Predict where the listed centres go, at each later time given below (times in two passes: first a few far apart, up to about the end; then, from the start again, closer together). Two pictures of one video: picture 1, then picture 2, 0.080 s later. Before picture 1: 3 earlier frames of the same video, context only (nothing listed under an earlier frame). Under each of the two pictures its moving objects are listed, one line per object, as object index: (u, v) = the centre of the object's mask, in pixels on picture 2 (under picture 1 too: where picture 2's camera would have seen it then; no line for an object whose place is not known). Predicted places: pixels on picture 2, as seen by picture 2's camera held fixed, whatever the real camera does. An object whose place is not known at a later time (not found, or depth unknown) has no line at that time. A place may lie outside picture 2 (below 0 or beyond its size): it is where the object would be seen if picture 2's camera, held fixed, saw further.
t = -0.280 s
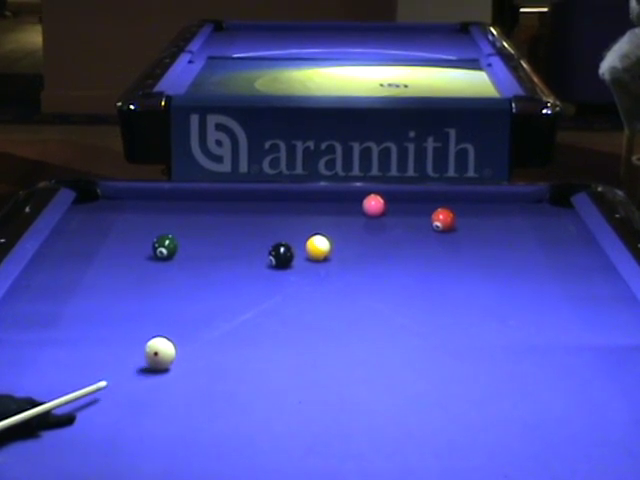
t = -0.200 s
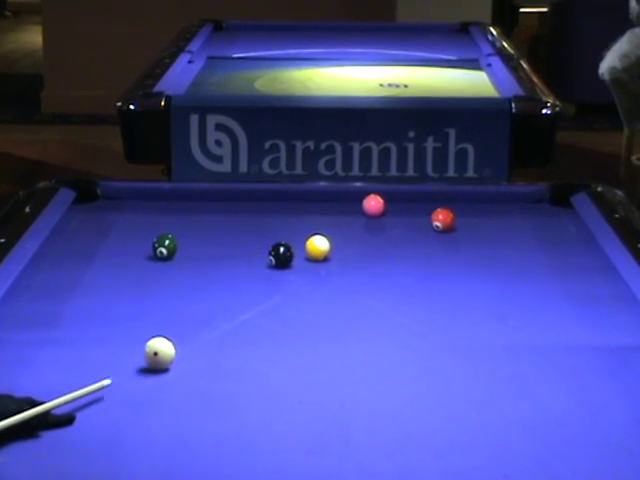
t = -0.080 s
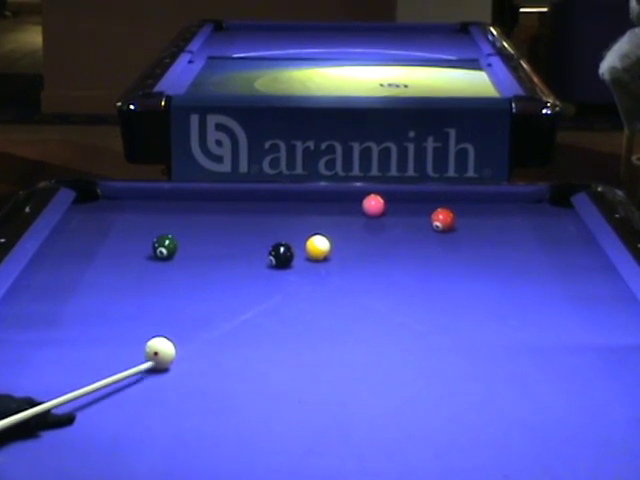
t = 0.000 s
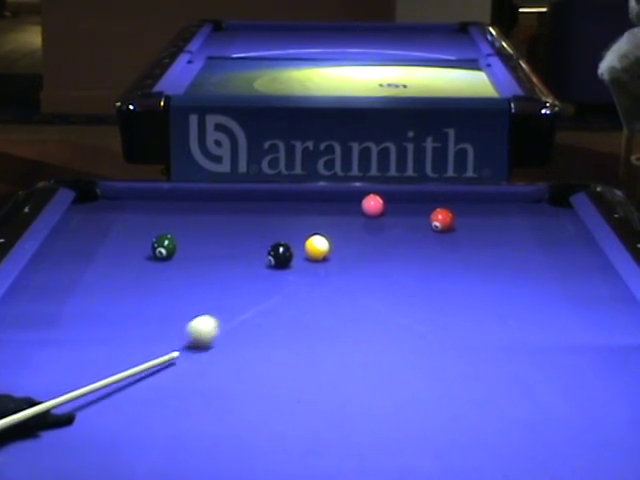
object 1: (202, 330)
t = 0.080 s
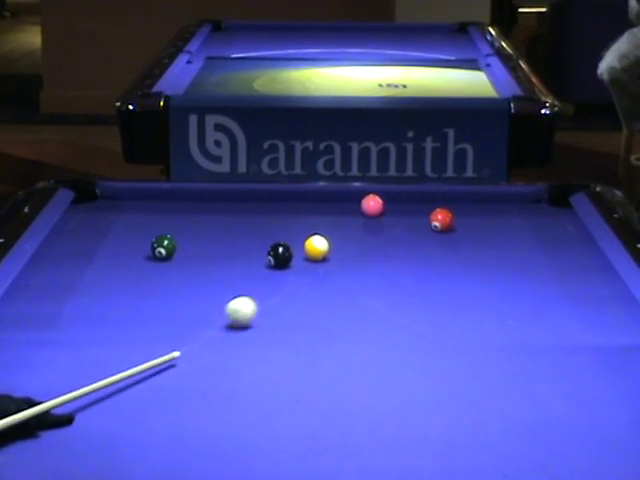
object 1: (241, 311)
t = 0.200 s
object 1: (286, 289)
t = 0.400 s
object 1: (339, 264)
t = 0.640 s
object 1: (393, 238)
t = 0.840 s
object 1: (419, 221)
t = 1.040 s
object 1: (411, 212)
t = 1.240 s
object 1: (404, 203)
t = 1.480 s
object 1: (399, 196)
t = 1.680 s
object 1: (410, 200)
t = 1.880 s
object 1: (419, 204)
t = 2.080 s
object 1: (429, 208)
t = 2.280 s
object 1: (438, 211)
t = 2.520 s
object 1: (448, 215)
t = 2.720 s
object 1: (455, 218)
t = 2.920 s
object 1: (463, 221)
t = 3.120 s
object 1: (469, 224)
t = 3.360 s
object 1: (476, 226)
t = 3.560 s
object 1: (480, 228)
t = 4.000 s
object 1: (485, 230)
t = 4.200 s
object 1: (489, 232)
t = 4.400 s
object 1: (491, 233)
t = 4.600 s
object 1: (491, 233)
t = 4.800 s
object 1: (490, 233)
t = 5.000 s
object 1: (490, 233)
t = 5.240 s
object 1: (491, 233)
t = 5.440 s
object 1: (491, 232)
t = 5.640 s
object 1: (491, 233)
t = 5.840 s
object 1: (491, 233)
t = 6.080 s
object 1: (491, 233)
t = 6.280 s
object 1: (491, 233)
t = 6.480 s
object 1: (491, 233)
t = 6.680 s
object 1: (491, 233)
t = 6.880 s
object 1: (491, 233)
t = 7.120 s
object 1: (491, 233)
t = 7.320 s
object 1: (491, 233)
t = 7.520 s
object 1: (491, 233)
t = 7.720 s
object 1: (491, 233)
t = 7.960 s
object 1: (490, 233)
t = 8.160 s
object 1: (490, 233)
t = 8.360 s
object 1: (490, 233)
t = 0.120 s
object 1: (258, 303)
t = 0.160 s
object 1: (273, 296)
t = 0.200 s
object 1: (286, 289)
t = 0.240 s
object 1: (297, 284)
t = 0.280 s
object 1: (308, 279)
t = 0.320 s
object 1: (318, 274)
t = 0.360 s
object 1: (328, 269)
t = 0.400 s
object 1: (339, 264)
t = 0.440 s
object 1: (348, 259)
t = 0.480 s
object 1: (357, 255)
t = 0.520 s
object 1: (367, 251)
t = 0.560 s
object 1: (376, 246)
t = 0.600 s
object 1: (384, 242)
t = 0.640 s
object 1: (393, 238)
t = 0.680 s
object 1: (401, 234)
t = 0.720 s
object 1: (410, 230)
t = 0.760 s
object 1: (417, 226)
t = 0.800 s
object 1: (422, 223)
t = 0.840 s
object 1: (419, 221)
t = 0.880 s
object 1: (416, 219)
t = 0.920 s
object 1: (415, 217)
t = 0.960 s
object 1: (414, 216)
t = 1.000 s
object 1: (412, 214)
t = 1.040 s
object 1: (411, 212)
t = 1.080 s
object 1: (410, 210)
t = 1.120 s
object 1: (408, 208)
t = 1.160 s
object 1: (407, 207)
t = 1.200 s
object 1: (406, 205)
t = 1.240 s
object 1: (404, 203)
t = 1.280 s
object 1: (403, 202)
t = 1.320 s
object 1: (401, 200)
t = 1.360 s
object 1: (400, 198)
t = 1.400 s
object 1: (399, 197)
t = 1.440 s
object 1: (398, 195)
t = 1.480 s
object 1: (399, 196)
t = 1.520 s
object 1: (401, 196)
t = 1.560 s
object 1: (403, 197)
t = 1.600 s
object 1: (406, 198)
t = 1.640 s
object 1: (408, 199)
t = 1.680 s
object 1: (410, 200)
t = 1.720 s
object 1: (412, 200)
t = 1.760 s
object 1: (413, 201)
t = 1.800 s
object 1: (416, 202)
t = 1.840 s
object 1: (418, 203)
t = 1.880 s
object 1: (419, 204)
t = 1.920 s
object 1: (421, 205)
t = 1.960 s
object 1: (423, 205)
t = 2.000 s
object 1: (425, 206)
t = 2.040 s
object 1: (427, 207)
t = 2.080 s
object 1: (429, 208)
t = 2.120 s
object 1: (430, 209)
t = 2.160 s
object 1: (432, 209)
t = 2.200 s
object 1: (434, 210)
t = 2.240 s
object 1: (436, 210)
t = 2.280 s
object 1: (438, 211)
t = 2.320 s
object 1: (439, 212)
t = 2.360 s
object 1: (441, 213)
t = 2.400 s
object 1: (443, 213)
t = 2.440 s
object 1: (445, 214)
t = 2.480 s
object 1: (447, 215)
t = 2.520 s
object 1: (448, 215)
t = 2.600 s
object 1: (451, 217)
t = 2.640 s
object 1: (452, 217)
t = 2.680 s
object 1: (454, 218)
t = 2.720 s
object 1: (455, 218)
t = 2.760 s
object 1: (457, 219)
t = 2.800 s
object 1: (458, 219)
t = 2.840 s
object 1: (460, 220)
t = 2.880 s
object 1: (461, 221)
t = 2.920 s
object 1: (463, 221)
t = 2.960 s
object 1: (464, 222)
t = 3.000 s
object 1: (465, 222)
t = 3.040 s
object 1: (466, 223)
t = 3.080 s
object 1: (467, 223)
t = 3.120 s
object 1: (469, 224)
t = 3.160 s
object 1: (469, 224)
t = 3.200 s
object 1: (471, 225)
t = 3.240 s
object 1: (472, 225)
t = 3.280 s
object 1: (473, 225)
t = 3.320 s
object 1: (474, 226)
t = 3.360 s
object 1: (476, 226)
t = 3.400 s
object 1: (475, 226)
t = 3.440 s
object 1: (477, 227)
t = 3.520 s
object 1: (479, 228)
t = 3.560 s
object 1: (480, 228)
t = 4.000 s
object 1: (485, 230)
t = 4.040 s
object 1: (488, 231)
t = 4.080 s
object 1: (488, 232)
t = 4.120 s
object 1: (488, 232)
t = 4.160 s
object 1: (489, 232)
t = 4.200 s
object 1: (489, 232)
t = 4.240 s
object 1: (490, 232)
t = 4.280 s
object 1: (490, 232)
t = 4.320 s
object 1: (490, 232)
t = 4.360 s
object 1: (491, 233)
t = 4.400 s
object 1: (491, 233)
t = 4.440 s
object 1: (491, 233)
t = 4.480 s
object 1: (491, 233)
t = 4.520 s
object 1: (491, 233)
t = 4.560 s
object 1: (491, 233)
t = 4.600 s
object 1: (491, 233)
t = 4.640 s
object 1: (490, 233)
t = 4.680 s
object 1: (491, 233)
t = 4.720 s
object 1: (490, 233)
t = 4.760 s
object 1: (490, 233)
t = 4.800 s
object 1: (490, 233)
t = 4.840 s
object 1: (490, 233)
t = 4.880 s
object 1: (490, 233)
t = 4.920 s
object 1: (490, 233)
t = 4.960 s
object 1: (490, 233)
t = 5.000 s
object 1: (490, 233)
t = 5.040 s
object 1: (490, 233)
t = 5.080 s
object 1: (490, 233)
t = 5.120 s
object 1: (490, 233)
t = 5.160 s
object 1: (491, 233)
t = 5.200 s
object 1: (490, 233)
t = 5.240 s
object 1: (491, 233)
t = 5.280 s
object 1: (491, 233)
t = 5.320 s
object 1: (491, 233)
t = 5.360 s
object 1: (490, 233)
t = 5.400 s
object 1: (491, 233)
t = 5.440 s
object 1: (491, 232)
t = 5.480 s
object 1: (491, 233)
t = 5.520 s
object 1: (491, 233)
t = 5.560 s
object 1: (491, 233)
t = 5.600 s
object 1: (491, 233)
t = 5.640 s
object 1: (491, 233)
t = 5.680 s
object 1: (491, 233)
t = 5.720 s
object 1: (491, 233)
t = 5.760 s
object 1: (491, 233)
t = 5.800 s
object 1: (491, 233)
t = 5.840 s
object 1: (491, 233)
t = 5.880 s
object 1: (491, 233)
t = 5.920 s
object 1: (491, 233)
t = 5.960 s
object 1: (491, 233)
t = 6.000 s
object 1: (491, 233)
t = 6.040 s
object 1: (491, 233)
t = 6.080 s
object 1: (491, 233)
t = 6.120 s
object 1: (491, 233)
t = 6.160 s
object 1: (491, 233)
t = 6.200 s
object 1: (491, 233)
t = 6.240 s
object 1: (491, 233)
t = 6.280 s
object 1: (491, 233)
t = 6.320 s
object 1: (491, 233)
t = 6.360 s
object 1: (491, 233)
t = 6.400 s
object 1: (491, 233)
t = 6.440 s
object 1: (491, 233)
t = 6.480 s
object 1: (491, 233)
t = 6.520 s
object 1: (491, 233)
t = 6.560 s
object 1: (491, 233)
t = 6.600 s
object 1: (491, 233)
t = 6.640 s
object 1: (491, 233)
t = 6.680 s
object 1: (491, 233)
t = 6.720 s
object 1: (491, 233)
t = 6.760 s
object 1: (491, 233)
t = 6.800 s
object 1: (491, 233)
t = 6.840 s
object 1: (491, 233)
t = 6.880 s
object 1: (491, 233)
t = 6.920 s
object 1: (491, 233)
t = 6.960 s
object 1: (491, 233)
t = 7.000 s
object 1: (491, 233)
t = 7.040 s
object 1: (491, 233)
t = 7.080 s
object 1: (491, 233)
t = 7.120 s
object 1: (491, 233)
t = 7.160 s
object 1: (491, 233)
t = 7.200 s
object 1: (491, 233)
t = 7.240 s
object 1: (491, 233)
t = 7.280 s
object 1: (491, 233)
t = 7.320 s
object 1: (491, 233)
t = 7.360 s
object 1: (491, 233)
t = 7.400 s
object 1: (491, 233)
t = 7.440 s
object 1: (491, 233)
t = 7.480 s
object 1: (491, 233)
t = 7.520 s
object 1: (491, 233)
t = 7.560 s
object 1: (491, 233)
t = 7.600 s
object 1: (491, 233)
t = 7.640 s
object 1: (491, 233)
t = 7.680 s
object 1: (491, 233)
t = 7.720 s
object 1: (491, 233)
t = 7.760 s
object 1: (491, 233)
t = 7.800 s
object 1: (490, 233)
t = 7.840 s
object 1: (490, 233)
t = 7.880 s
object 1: (490, 233)
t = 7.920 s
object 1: (490, 233)
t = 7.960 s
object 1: (490, 233)
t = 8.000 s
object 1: (490, 233)
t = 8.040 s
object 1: (490, 233)
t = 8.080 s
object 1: (490, 233)
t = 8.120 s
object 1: (490, 233)
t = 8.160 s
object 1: (490, 233)
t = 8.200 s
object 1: (490, 233)
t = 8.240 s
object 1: (490, 233)
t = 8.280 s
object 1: (490, 233)
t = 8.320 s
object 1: (490, 233)
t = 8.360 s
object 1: (490, 233)
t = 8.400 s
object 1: (490, 233)
